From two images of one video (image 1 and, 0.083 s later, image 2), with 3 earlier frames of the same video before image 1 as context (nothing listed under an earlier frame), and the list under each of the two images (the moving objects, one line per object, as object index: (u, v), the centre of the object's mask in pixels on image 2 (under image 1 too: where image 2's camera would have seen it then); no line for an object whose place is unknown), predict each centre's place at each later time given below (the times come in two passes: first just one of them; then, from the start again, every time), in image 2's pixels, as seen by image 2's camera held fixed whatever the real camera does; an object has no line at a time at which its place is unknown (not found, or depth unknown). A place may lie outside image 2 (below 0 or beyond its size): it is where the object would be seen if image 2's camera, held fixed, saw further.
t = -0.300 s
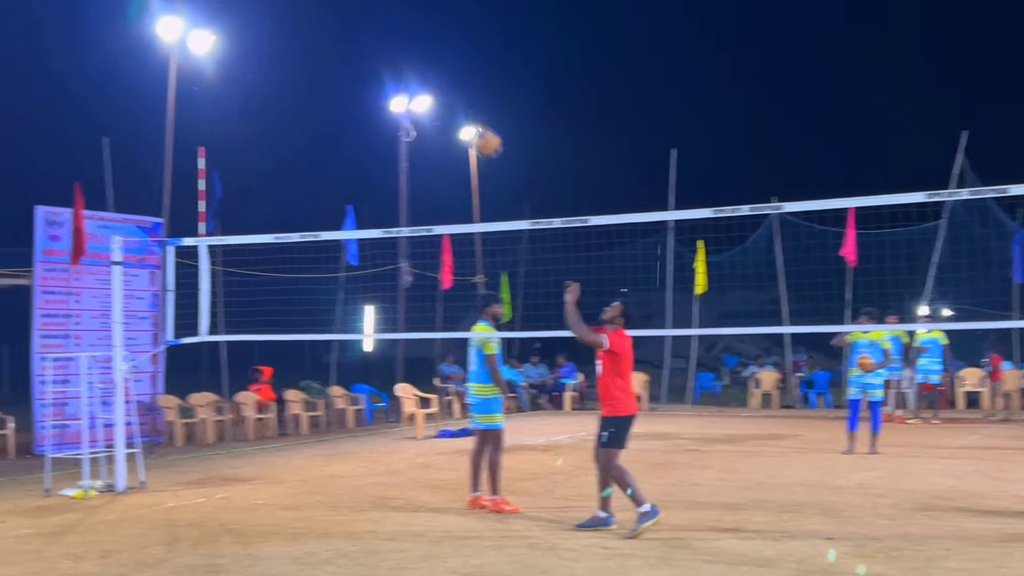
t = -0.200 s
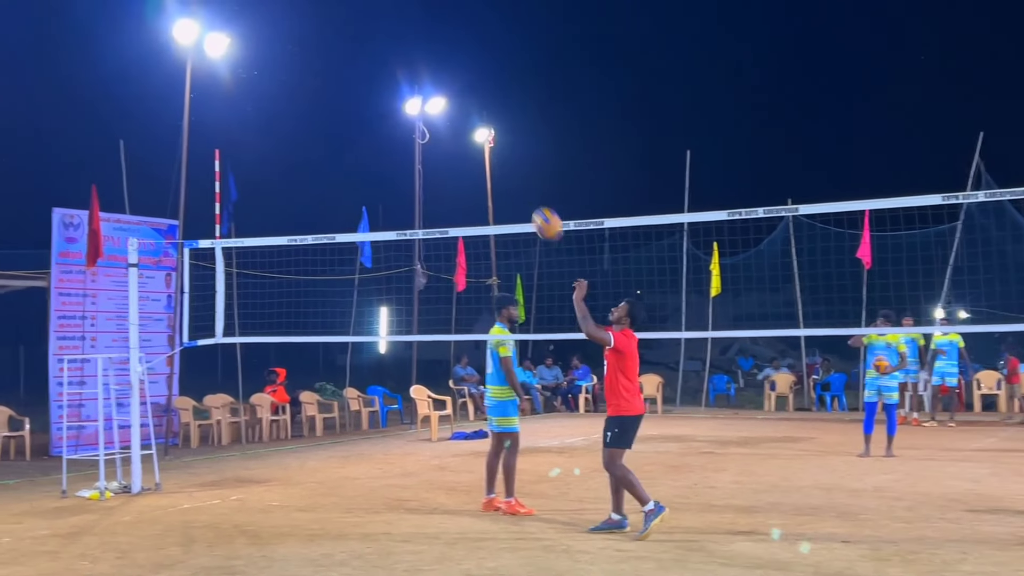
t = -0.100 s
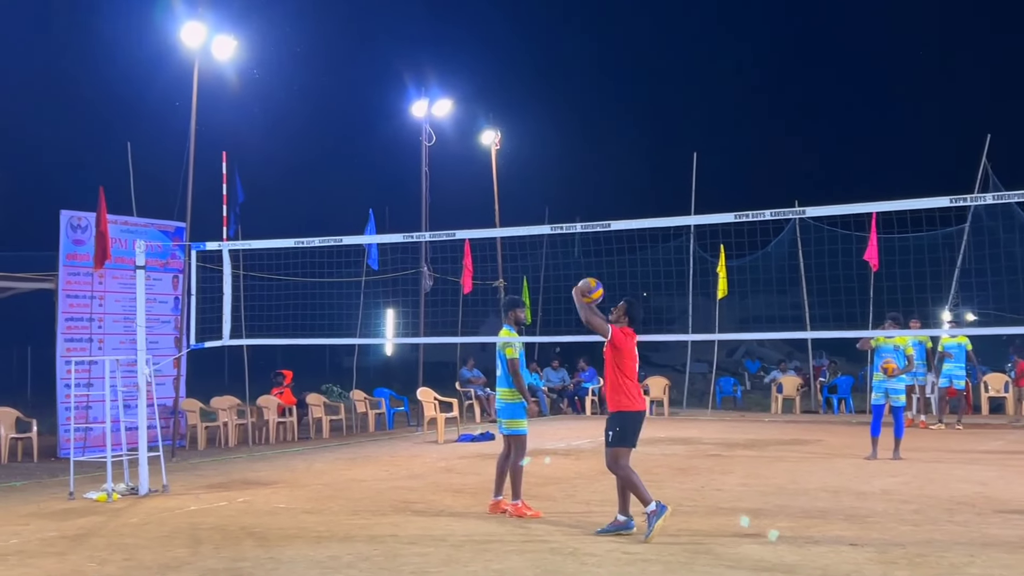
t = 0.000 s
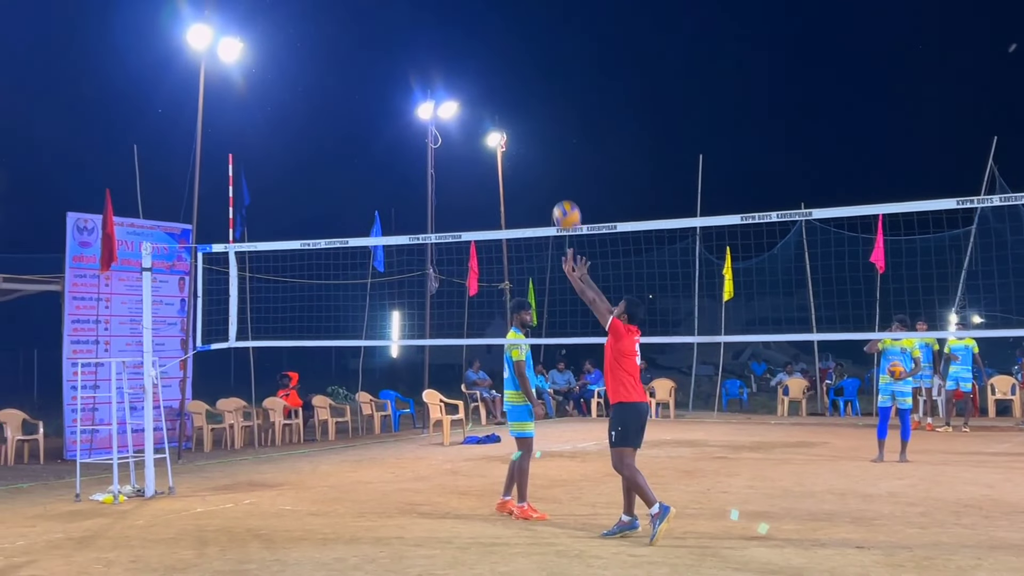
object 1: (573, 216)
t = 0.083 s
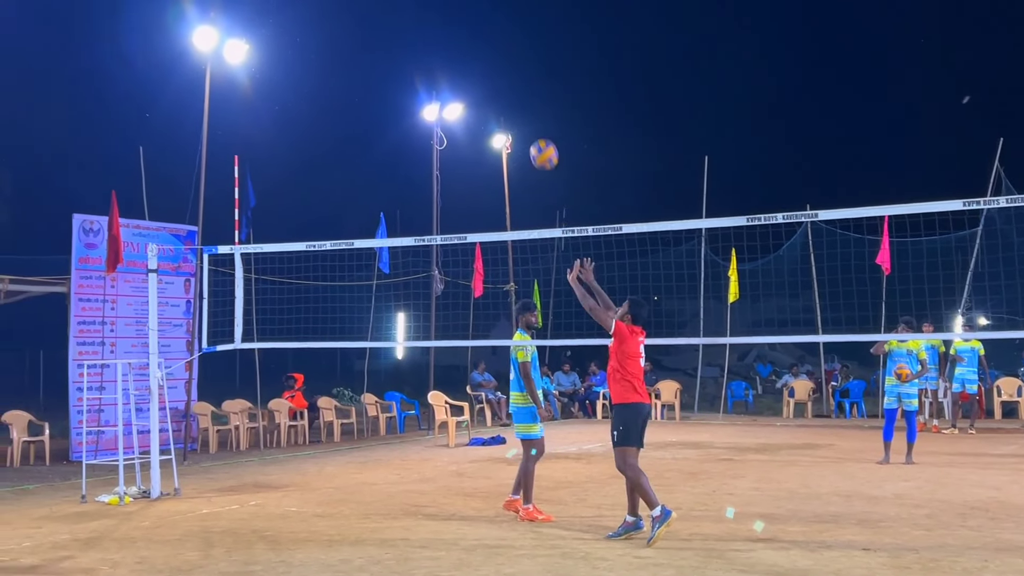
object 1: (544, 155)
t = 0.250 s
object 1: (491, 60)
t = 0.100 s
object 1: (539, 143)
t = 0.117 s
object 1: (533, 133)
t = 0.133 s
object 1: (528, 122)
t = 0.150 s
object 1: (522, 112)
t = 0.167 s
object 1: (517, 102)
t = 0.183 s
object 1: (512, 93)
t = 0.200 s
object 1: (506, 84)
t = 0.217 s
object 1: (501, 76)
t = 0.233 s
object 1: (496, 67)
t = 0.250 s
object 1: (491, 60)
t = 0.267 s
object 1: (486, 52)
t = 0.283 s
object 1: (481, 45)
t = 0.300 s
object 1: (475, 39)
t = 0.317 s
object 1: (470, 33)
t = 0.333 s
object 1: (466, 27)
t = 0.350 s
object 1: (461, 22)
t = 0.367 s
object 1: (455, 17)
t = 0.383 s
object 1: (451, 12)
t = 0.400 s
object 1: (446, 7)
